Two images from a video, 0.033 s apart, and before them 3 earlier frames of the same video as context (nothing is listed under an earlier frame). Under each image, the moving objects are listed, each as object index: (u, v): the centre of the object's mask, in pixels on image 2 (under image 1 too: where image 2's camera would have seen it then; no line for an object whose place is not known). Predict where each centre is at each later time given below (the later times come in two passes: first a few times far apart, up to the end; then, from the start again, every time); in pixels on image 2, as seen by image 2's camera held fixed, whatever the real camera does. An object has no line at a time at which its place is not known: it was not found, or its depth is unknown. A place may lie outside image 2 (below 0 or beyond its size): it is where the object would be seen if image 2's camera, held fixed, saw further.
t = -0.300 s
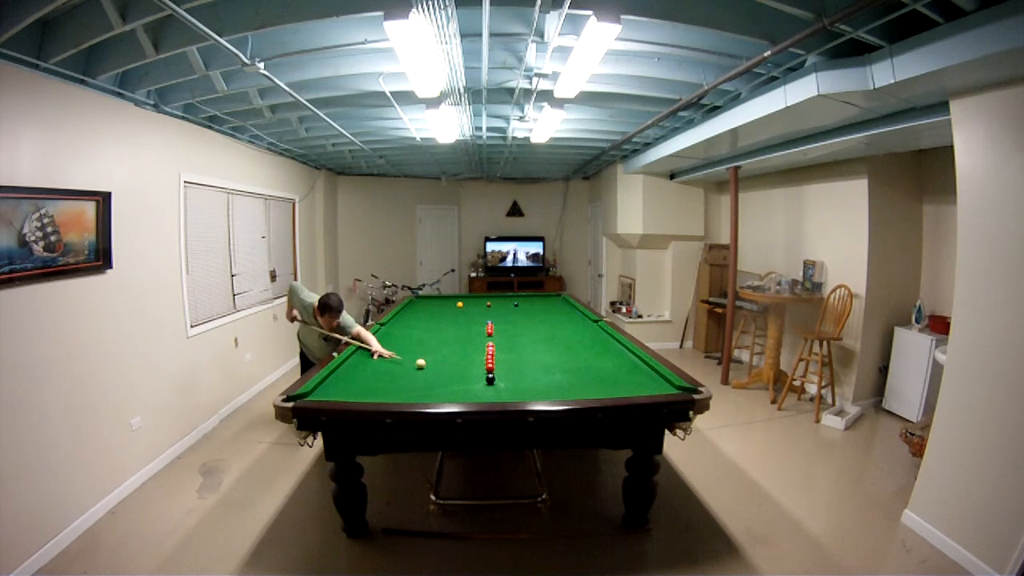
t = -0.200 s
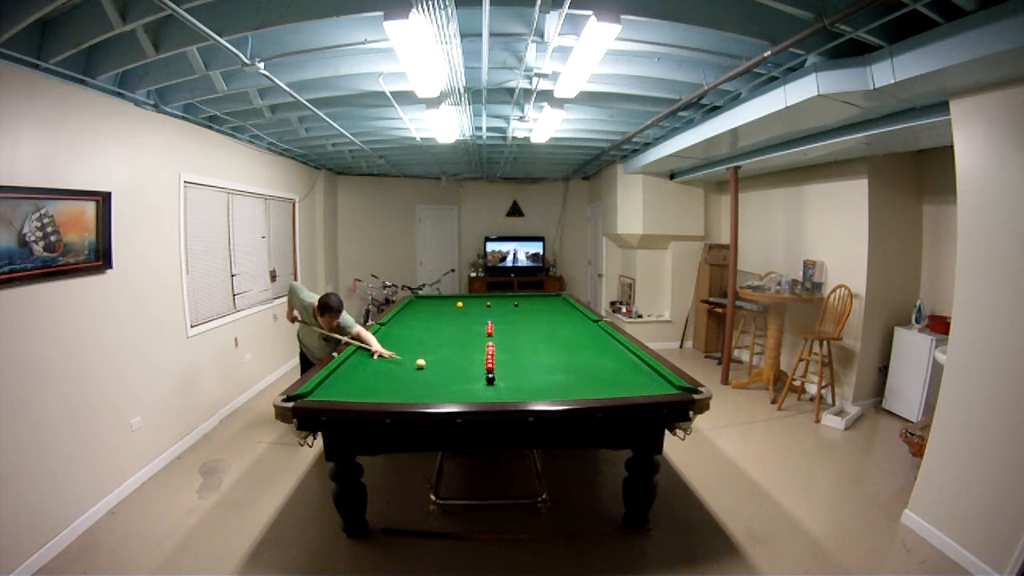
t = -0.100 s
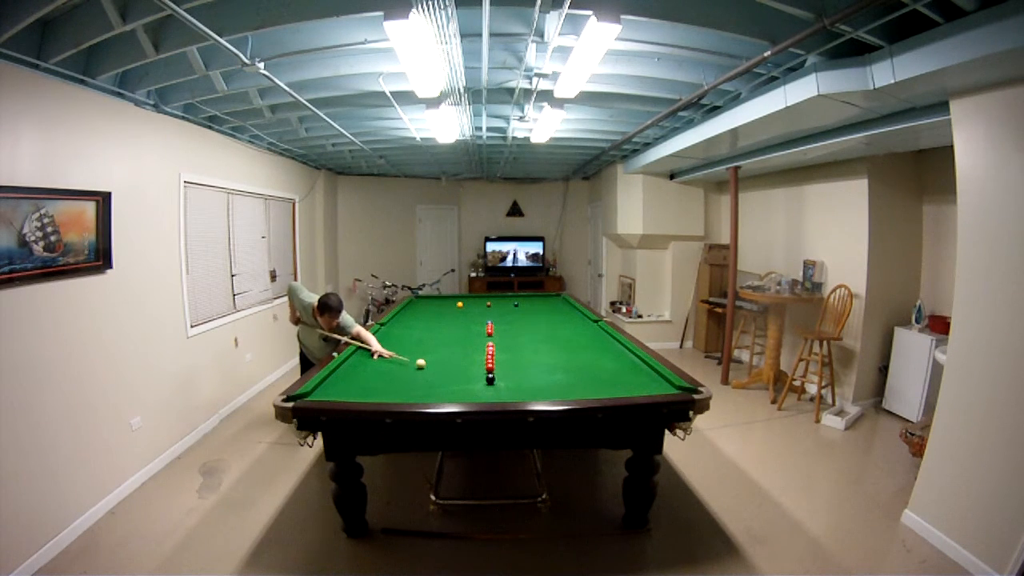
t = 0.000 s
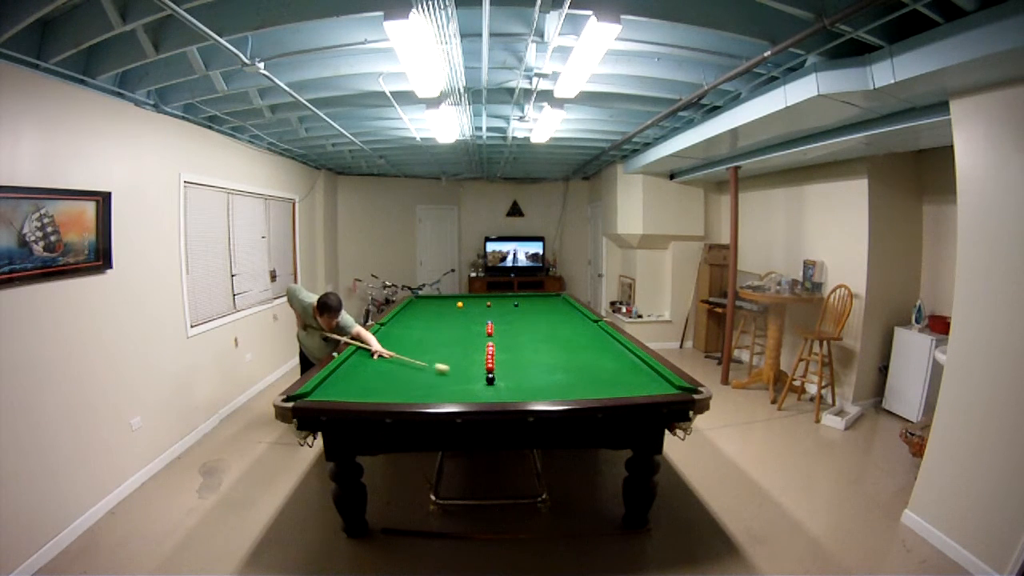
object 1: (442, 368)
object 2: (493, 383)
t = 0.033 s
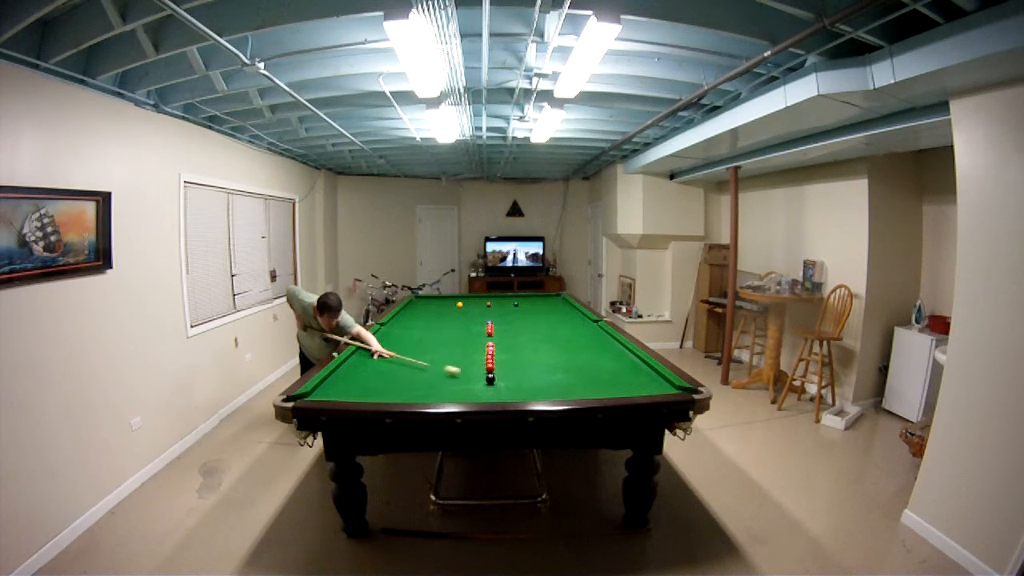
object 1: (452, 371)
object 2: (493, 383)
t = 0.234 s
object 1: (478, 383)
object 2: (529, 384)
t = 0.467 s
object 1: (476, 392)
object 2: (588, 387)
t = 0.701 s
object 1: (472, 394)
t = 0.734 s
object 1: (471, 394)
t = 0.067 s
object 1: (463, 374)
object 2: (493, 383)
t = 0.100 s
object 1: (474, 376)
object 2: (493, 383)
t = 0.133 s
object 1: (480, 378)
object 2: (495, 381)
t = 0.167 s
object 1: (479, 380)
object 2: (508, 381)
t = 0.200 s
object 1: (478, 381)
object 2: (517, 383)
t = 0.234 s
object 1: (478, 383)
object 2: (529, 384)
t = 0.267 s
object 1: (478, 384)
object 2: (539, 384)
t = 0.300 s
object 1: (478, 385)
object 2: (546, 385)
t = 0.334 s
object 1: (477, 387)
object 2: (555, 385)
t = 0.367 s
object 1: (477, 388)
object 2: (563, 386)
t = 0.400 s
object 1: (477, 390)
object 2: (571, 386)
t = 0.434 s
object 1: (476, 391)
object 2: (580, 387)
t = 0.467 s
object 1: (476, 392)
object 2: (588, 387)
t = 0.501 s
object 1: (476, 393)
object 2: (596, 388)
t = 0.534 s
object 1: (475, 394)
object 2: (605, 388)
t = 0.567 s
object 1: (475, 394)
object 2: (612, 389)
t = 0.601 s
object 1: (474, 396)
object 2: (620, 389)
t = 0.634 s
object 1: (474, 396)
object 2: (628, 388)
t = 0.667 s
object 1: (473, 396)
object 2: (636, 388)
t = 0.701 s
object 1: (472, 394)
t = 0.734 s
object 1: (471, 394)
